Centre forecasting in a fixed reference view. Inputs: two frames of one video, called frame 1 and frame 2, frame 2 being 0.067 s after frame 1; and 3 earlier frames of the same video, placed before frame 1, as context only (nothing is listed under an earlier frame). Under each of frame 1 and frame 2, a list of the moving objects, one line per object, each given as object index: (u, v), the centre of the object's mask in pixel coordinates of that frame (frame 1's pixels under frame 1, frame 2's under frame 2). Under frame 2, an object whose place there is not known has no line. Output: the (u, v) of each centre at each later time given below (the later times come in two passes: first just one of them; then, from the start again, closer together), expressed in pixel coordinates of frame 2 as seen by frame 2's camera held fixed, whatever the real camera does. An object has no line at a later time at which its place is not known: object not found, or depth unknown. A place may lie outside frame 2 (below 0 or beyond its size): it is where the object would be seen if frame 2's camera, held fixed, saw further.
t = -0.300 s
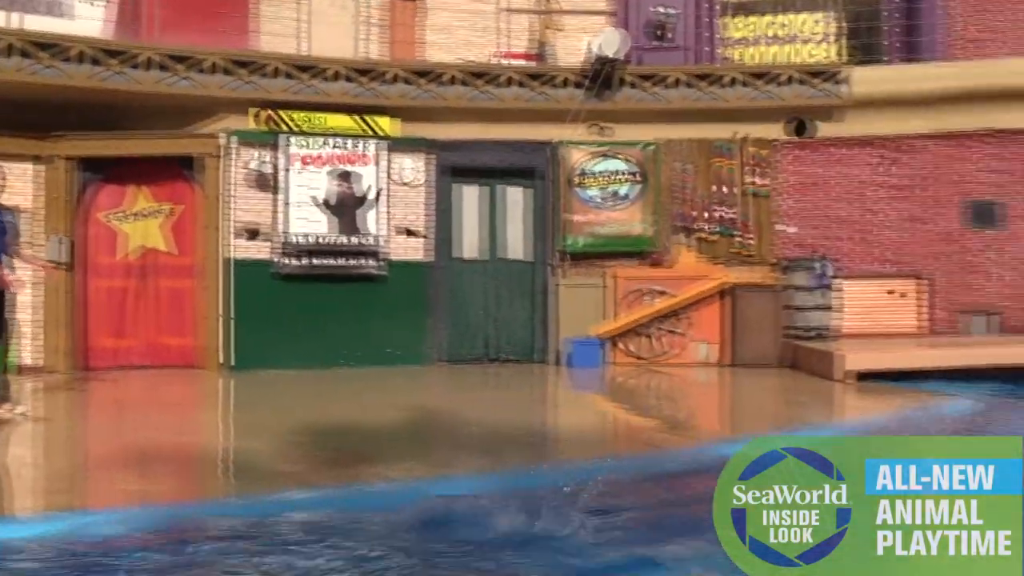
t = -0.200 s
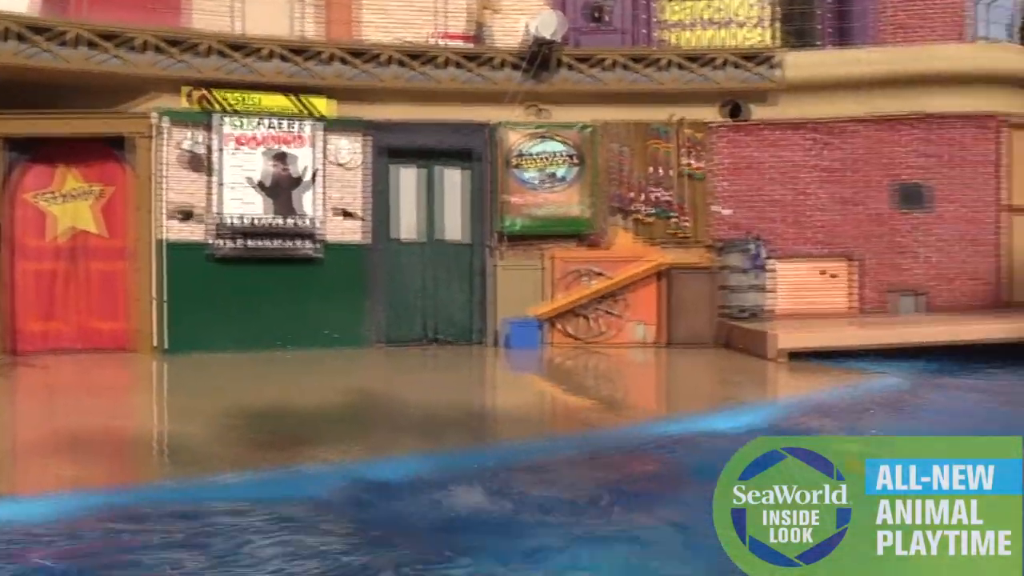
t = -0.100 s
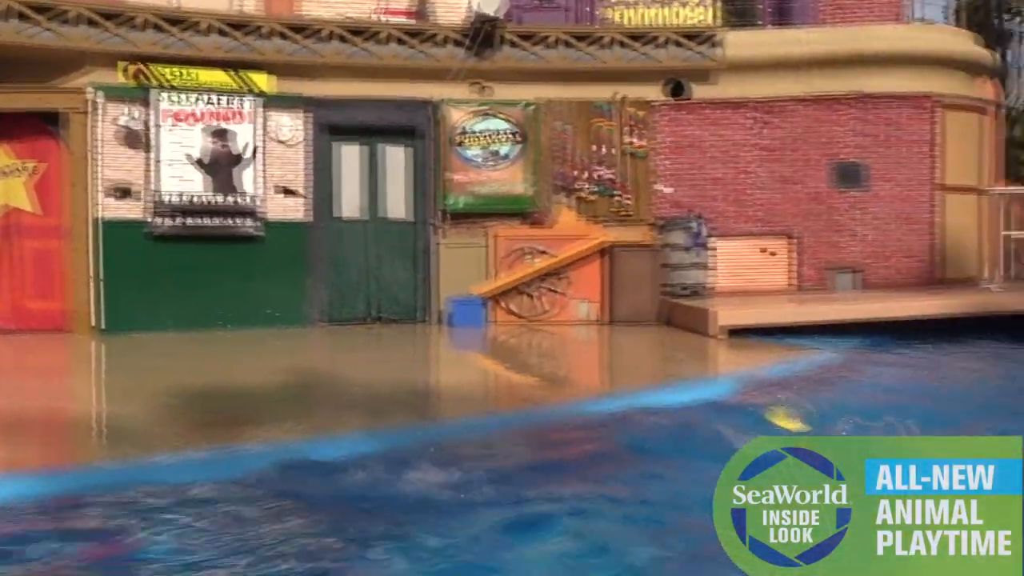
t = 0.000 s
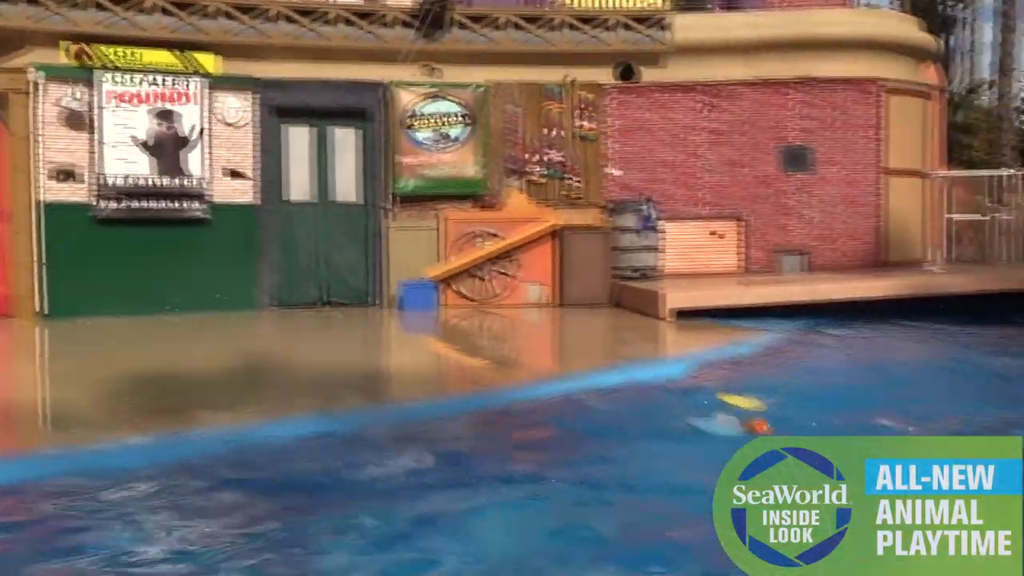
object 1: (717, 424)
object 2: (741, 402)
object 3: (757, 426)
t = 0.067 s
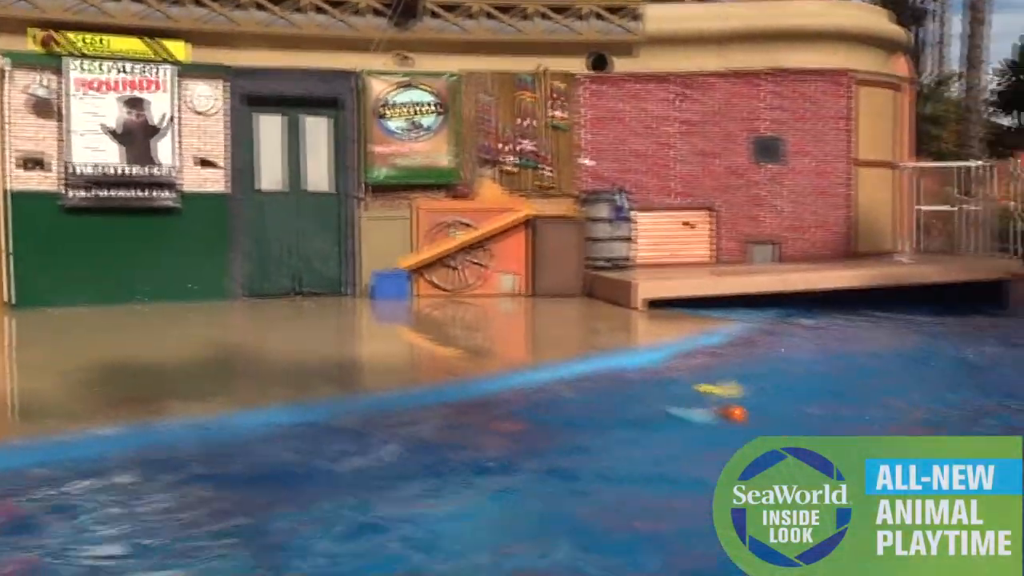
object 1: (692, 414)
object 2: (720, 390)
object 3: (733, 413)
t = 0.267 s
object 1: (712, 416)
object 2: (739, 389)
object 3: (754, 414)
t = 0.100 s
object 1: (697, 414)
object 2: (724, 389)
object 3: (739, 414)
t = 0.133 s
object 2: (729, 389)
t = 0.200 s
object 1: (707, 415)
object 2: (735, 389)
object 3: (746, 414)
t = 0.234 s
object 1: (709, 416)
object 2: (738, 390)
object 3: (749, 414)
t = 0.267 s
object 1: (712, 416)
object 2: (739, 389)
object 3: (754, 414)
